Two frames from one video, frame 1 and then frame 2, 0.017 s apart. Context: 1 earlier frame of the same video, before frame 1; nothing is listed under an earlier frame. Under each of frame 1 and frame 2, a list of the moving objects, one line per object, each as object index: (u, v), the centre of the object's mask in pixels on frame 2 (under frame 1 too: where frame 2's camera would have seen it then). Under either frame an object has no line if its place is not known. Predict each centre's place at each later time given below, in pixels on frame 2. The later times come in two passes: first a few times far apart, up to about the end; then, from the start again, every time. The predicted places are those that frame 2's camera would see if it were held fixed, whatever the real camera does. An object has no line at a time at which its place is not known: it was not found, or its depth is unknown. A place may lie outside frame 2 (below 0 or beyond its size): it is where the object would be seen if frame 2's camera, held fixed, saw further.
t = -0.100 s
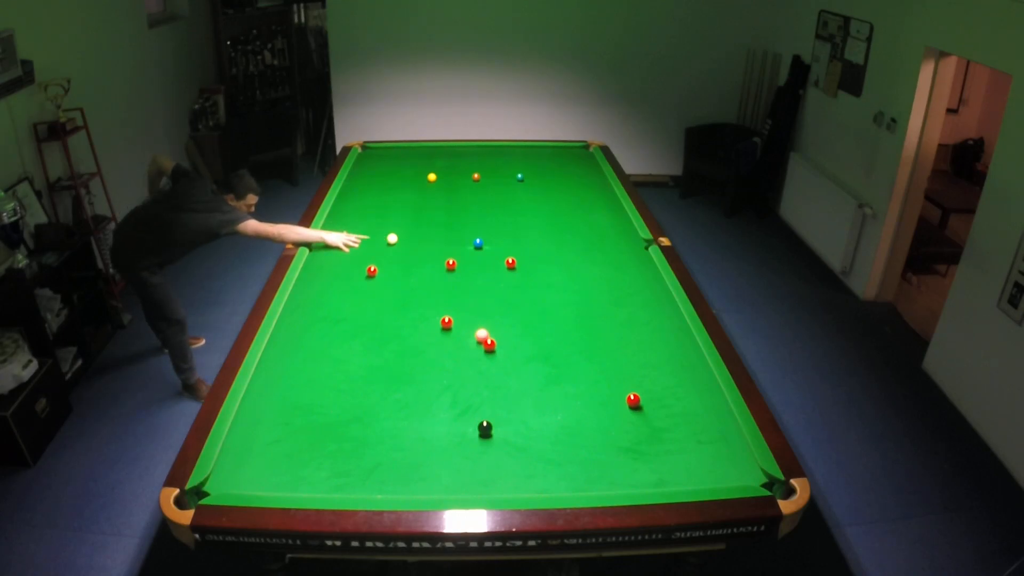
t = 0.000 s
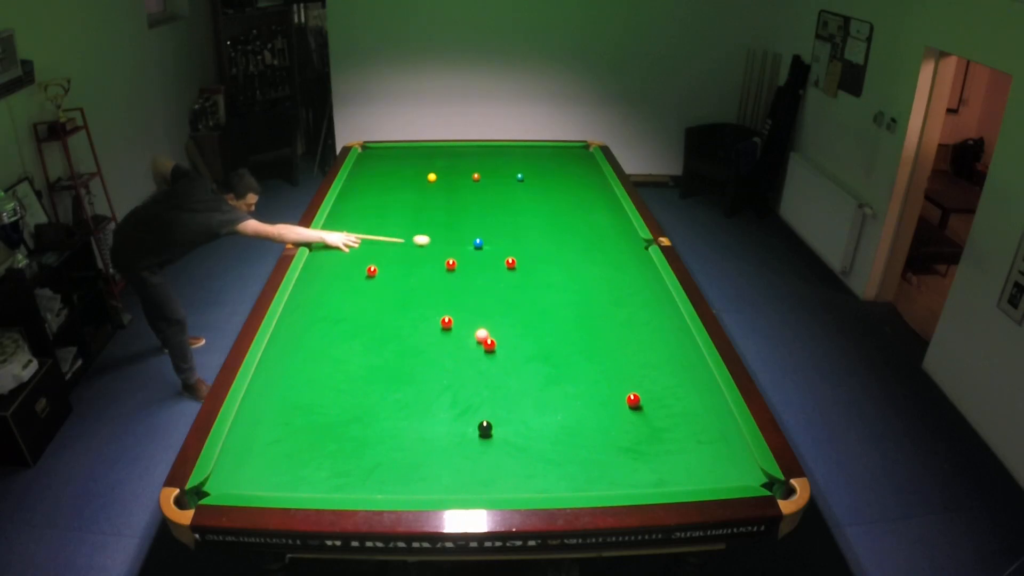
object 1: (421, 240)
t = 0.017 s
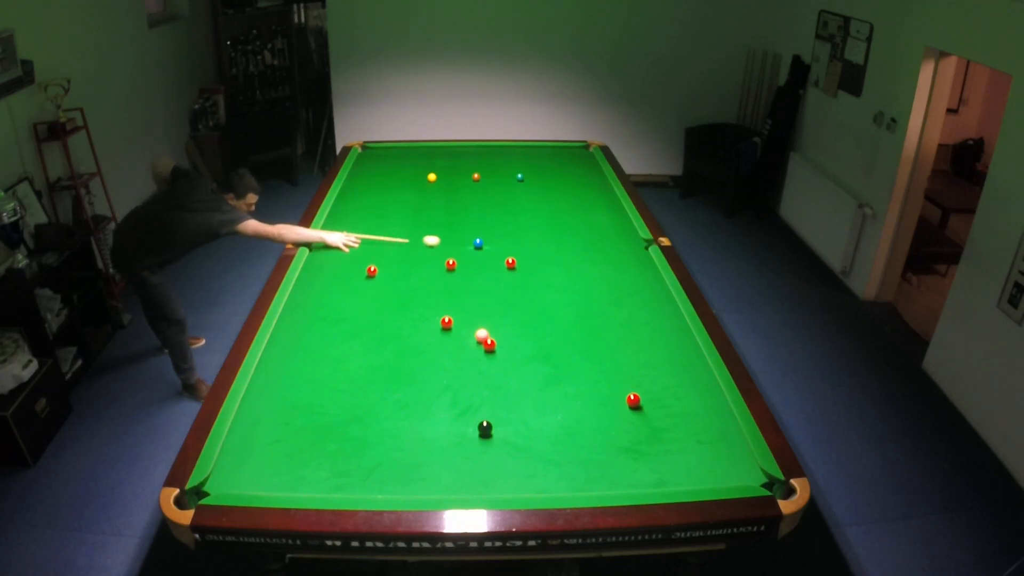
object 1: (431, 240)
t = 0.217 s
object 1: (471, 248)
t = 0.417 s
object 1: (474, 255)
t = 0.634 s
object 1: (477, 262)
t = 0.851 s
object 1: (479, 269)
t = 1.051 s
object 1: (482, 276)
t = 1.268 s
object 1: (485, 283)
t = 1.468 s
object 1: (487, 289)
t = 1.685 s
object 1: (489, 295)
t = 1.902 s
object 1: (491, 301)
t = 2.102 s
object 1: (493, 306)
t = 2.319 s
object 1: (495, 312)
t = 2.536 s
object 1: (496, 317)
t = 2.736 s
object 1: (498, 321)
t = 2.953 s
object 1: (499, 325)
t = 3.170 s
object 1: (500, 328)
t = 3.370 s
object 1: (501, 331)
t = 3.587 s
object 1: (501, 333)
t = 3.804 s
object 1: (502, 335)
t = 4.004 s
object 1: (502, 336)
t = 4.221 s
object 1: (502, 337)
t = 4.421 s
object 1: (502, 337)
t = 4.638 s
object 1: (502, 337)
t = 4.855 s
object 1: (502, 337)
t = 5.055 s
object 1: (502, 337)
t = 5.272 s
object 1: (502, 337)
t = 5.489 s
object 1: (502, 337)
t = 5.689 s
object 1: (502, 337)
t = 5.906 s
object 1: (502, 337)
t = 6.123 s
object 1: (502, 337)
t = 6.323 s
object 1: (502, 337)
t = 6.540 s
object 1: (502, 337)
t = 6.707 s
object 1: (502, 337)
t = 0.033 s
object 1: (441, 241)
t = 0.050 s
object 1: (451, 242)
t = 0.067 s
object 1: (461, 242)
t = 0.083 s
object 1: (468, 243)
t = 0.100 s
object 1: (468, 244)
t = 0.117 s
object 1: (469, 244)
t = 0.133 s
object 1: (469, 245)
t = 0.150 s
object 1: (470, 246)
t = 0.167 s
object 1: (470, 246)
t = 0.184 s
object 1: (470, 247)
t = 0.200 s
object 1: (470, 247)
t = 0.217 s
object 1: (471, 248)
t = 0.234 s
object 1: (471, 249)
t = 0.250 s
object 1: (471, 249)
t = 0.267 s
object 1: (471, 250)
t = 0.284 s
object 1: (471, 250)
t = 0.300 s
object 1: (472, 251)
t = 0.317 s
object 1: (472, 251)
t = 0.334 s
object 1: (472, 252)
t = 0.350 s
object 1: (473, 253)
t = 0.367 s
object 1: (473, 253)
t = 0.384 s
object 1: (473, 254)
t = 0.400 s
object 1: (473, 254)
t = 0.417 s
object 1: (474, 255)
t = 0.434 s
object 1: (474, 255)
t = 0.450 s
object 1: (474, 256)
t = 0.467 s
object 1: (474, 257)
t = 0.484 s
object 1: (474, 257)
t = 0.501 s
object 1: (475, 258)
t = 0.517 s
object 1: (475, 258)
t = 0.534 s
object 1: (475, 259)
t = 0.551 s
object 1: (475, 259)
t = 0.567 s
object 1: (476, 260)
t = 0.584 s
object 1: (476, 261)
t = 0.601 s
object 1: (476, 261)
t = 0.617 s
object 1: (476, 262)
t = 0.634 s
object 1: (477, 262)
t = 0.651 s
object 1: (477, 263)
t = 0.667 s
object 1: (477, 263)
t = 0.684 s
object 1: (477, 264)
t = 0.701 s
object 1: (477, 264)
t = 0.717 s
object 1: (478, 265)
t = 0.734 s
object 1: (478, 265)
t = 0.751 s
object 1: (478, 266)
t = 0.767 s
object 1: (478, 266)
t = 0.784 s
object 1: (479, 267)
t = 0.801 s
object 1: (479, 268)
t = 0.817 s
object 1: (479, 268)
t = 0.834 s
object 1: (479, 269)
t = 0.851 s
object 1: (479, 269)
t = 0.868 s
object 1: (480, 270)
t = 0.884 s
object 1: (480, 270)
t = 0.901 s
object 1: (480, 271)
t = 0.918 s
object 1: (480, 271)
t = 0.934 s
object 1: (481, 272)
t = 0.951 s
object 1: (481, 273)
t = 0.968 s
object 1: (481, 273)
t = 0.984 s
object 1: (481, 274)
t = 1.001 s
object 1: (481, 274)
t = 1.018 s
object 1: (482, 275)
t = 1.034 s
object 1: (482, 275)
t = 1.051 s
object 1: (482, 276)
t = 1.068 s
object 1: (482, 276)
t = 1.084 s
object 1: (482, 277)
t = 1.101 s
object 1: (483, 277)
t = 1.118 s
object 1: (483, 278)
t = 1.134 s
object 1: (483, 278)
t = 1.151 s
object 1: (483, 279)
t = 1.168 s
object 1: (483, 279)
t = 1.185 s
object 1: (484, 280)
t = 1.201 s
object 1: (484, 280)
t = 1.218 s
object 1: (484, 281)
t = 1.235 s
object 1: (484, 282)
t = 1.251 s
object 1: (484, 282)
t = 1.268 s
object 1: (485, 283)
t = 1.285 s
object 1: (485, 283)
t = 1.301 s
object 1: (485, 284)
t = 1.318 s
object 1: (485, 284)
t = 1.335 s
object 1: (485, 285)
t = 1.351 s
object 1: (486, 285)
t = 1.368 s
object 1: (486, 286)
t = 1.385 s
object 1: (486, 286)
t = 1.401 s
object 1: (486, 287)
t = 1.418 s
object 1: (486, 287)
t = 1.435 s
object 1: (487, 288)
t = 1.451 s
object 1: (487, 288)
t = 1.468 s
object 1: (487, 289)
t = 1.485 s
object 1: (487, 289)
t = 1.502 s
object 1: (487, 290)
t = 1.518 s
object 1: (488, 290)
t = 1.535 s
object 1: (488, 291)
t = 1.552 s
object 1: (488, 291)
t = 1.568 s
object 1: (488, 292)
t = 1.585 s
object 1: (488, 292)
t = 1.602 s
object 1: (488, 292)
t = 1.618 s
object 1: (489, 293)
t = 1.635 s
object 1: (489, 294)
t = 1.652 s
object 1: (489, 294)
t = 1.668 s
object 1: (489, 294)
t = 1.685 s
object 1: (489, 295)
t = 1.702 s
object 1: (490, 295)
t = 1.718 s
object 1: (490, 296)
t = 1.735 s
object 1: (490, 296)
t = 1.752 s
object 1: (490, 297)
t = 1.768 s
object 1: (490, 297)
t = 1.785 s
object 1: (490, 298)
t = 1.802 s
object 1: (490, 298)
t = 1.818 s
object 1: (491, 299)
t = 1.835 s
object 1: (491, 299)
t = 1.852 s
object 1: (491, 300)
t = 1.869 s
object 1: (491, 300)
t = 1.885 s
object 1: (491, 301)
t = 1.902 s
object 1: (491, 301)
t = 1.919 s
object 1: (492, 302)
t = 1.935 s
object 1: (492, 302)
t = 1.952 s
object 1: (492, 302)
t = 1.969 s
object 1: (492, 303)
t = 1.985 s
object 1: (492, 303)
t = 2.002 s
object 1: (492, 304)
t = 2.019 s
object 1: (492, 304)
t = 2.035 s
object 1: (493, 305)
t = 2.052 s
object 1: (493, 305)
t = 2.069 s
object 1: (493, 305)
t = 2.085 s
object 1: (493, 306)
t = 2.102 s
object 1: (493, 306)
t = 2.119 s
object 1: (493, 307)
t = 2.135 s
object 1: (493, 307)
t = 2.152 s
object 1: (494, 308)
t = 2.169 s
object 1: (494, 308)
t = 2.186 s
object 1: (494, 308)
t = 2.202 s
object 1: (494, 309)
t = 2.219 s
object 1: (494, 309)
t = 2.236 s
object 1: (494, 310)
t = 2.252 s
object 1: (494, 310)
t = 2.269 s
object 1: (495, 311)
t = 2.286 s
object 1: (495, 311)
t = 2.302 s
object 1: (495, 311)
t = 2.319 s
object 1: (495, 312)
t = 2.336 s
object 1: (495, 312)
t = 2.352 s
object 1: (495, 313)
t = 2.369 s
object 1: (495, 313)
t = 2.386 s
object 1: (495, 313)
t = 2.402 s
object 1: (495, 314)
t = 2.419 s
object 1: (496, 314)
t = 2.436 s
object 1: (496, 315)
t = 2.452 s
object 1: (496, 315)
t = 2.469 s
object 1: (496, 315)
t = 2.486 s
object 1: (496, 316)
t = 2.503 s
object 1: (496, 316)
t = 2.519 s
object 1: (496, 316)
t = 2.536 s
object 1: (496, 317)
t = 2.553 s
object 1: (496, 317)
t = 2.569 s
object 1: (497, 317)
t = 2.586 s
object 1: (497, 318)
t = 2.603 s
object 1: (497, 318)
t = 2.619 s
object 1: (497, 319)
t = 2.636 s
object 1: (497, 319)
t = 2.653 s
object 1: (497, 319)
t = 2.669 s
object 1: (497, 319)
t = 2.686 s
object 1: (497, 320)
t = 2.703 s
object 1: (497, 320)
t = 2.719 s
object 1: (498, 320)
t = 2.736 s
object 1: (498, 321)
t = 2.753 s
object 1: (498, 321)
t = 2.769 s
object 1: (498, 321)
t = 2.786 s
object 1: (498, 322)
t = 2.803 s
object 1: (498, 322)
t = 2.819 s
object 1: (498, 322)
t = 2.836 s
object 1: (498, 323)
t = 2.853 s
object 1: (498, 323)
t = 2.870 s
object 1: (498, 323)
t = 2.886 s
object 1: (498, 324)
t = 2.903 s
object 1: (498, 324)
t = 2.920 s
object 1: (499, 324)
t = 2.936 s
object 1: (499, 325)
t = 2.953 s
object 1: (499, 325)
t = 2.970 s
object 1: (499, 325)
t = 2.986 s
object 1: (499, 325)
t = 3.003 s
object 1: (499, 326)
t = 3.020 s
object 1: (499, 326)
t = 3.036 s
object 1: (499, 326)
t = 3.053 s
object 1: (499, 326)
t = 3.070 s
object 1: (499, 327)
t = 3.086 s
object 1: (499, 327)
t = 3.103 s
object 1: (499, 327)
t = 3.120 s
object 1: (500, 328)
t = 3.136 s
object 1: (500, 328)
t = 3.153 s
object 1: (500, 328)
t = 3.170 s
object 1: (500, 328)
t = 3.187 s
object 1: (500, 328)
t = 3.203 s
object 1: (500, 329)
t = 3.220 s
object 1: (500, 329)
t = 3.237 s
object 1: (500, 329)
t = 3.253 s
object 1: (500, 329)
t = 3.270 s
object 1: (500, 330)
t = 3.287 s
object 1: (500, 330)
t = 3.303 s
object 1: (500, 330)
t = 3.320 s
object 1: (500, 330)
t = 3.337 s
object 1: (500, 331)
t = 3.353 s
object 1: (501, 331)
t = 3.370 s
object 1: (501, 331)
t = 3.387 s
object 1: (501, 331)
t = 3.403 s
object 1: (501, 331)
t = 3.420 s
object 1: (501, 332)
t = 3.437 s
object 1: (501, 332)
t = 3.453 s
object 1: (501, 332)
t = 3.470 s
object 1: (501, 332)
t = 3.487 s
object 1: (501, 332)
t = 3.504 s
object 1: (501, 332)
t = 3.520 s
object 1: (501, 333)
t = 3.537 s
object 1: (501, 333)
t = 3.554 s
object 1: (501, 333)
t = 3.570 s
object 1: (501, 333)
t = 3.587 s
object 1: (501, 333)
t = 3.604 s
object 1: (501, 334)
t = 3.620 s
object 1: (501, 334)
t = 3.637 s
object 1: (502, 334)
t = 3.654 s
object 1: (502, 334)
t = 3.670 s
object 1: (502, 334)
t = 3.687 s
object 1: (502, 334)
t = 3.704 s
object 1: (502, 334)
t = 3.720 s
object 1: (502, 335)
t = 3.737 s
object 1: (502, 335)
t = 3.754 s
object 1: (502, 335)
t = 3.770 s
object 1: (502, 335)
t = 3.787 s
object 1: (502, 335)
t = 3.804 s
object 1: (502, 335)
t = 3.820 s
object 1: (502, 335)
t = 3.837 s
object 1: (502, 335)
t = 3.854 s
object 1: (502, 336)
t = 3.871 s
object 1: (502, 336)
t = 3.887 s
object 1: (502, 336)
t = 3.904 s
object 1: (502, 336)
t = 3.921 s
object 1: (502, 336)
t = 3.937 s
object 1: (502, 336)
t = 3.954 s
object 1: (502, 336)
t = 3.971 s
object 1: (502, 336)
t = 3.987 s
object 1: (502, 336)
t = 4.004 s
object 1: (502, 336)
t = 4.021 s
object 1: (502, 336)
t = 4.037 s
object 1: (502, 336)
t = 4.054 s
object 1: (502, 336)
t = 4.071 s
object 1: (502, 337)
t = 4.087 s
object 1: (502, 337)
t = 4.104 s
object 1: (502, 337)
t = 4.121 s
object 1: (502, 337)
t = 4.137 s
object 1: (502, 337)
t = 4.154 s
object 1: (502, 337)
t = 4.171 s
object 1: (502, 337)
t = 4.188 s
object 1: (502, 337)
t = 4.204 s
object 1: (502, 337)
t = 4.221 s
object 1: (502, 337)
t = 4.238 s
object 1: (502, 337)
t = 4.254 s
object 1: (502, 337)
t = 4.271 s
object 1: (502, 337)
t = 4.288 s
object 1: (503, 337)
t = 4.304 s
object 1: (502, 337)
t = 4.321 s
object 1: (502, 337)
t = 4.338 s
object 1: (502, 337)
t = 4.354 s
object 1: (502, 337)
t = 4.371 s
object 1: (502, 337)
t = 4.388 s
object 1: (502, 337)
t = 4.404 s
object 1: (502, 337)
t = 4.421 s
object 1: (502, 337)
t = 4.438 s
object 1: (502, 337)
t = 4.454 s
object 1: (502, 337)
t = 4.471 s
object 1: (502, 337)
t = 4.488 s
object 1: (502, 337)
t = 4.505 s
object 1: (502, 337)
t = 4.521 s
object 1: (502, 337)
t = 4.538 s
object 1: (502, 337)
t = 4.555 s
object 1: (502, 337)
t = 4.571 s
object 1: (502, 337)
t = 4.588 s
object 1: (502, 337)
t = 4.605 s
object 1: (502, 337)
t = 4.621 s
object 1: (502, 337)
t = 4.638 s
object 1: (502, 337)
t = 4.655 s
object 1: (502, 337)
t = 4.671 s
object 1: (502, 337)
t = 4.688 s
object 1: (502, 337)
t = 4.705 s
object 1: (502, 337)
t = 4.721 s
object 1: (502, 337)
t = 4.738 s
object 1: (502, 337)
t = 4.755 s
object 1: (502, 337)
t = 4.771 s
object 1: (502, 337)
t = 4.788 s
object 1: (502, 337)
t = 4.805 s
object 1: (502, 337)
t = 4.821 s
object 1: (502, 337)
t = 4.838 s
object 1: (502, 337)
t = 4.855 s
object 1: (502, 337)
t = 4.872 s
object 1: (502, 337)
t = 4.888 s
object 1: (502, 337)
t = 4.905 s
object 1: (502, 337)
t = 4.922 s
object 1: (502, 337)
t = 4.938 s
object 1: (502, 337)
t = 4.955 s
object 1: (502, 337)
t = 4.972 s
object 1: (502, 337)
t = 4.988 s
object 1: (502, 337)
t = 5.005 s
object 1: (502, 337)
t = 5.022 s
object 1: (502, 337)
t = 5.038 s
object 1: (502, 337)
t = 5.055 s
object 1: (502, 337)
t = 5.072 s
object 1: (502, 337)
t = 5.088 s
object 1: (502, 337)
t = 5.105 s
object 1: (502, 337)
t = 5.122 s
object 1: (502, 337)
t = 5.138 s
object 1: (502, 337)
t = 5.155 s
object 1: (502, 337)
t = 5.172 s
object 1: (502, 337)
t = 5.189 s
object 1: (502, 337)
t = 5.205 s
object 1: (502, 337)
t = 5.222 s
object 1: (502, 337)
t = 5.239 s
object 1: (502, 337)
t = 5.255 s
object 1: (502, 337)
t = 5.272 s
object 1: (502, 337)
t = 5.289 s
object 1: (502, 337)
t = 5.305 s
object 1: (502, 337)
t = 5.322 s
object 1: (502, 337)
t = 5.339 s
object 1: (502, 337)
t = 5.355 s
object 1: (502, 337)
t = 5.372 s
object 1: (502, 337)
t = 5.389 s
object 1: (502, 337)
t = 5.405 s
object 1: (502, 337)
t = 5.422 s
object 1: (502, 337)
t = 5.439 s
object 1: (502, 337)
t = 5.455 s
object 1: (502, 337)
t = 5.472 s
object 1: (502, 337)
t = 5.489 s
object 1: (502, 337)
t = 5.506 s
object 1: (502, 337)
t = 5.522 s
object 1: (502, 337)
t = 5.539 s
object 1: (502, 337)
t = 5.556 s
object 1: (502, 337)
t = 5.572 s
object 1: (502, 337)
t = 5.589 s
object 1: (502, 337)
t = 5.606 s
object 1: (502, 337)
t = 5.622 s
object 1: (502, 337)
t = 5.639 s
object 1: (502, 337)
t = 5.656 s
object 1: (502, 337)
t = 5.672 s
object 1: (502, 337)
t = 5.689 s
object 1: (502, 337)
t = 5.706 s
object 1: (502, 337)
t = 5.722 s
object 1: (502, 337)
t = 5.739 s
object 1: (502, 337)
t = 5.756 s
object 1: (502, 337)
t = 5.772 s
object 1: (502, 337)
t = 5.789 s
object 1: (502, 337)
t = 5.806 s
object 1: (502, 337)
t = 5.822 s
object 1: (502, 337)
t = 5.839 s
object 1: (502, 337)
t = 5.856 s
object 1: (502, 337)
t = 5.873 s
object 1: (502, 337)
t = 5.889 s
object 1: (502, 337)
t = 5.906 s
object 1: (502, 337)
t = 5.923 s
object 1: (502, 337)
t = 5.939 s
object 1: (502, 337)
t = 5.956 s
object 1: (502, 337)
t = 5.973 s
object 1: (502, 337)
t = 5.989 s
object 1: (502, 337)
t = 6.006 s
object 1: (502, 337)
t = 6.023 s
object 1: (502, 337)
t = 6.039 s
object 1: (502, 337)
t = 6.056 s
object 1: (502, 337)
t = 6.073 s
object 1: (502, 337)
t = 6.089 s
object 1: (502, 337)
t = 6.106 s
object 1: (502, 337)
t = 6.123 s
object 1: (502, 337)
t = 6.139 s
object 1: (502, 337)
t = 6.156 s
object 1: (502, 337)
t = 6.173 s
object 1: (502, 337)
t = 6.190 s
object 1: (502, 337)
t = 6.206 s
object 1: (502, 337)
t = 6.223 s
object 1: (502, 337)
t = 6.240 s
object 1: (502, 337)
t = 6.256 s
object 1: (502, 337)
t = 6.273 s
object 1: (502, 337)
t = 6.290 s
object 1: (502, 337)
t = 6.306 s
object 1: (502, 337)
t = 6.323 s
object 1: (502, 337)
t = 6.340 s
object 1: (502, 337)
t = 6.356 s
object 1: (502, 337)
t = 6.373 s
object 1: (502, 337)
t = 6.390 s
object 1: (502, 337)
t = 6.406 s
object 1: (502, 337)
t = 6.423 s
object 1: (502, 337)
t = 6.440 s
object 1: (502, 337)
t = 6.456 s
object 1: (502, 337)
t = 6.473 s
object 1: (502, 337)
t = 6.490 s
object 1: (502, 337)
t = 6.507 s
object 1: (502, 337)
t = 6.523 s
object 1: (502, 337)
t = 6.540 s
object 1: (502, 337)
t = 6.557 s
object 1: (502, 337)
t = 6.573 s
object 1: (502, 337)
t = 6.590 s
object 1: (502, 337)
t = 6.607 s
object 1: (502, 337)
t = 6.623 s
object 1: (502, 337)
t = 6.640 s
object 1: (502, 337)
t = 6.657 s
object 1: (502, 337)
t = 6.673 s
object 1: (502, 337)
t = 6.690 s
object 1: (502, 337)
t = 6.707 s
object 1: (502, 337)
